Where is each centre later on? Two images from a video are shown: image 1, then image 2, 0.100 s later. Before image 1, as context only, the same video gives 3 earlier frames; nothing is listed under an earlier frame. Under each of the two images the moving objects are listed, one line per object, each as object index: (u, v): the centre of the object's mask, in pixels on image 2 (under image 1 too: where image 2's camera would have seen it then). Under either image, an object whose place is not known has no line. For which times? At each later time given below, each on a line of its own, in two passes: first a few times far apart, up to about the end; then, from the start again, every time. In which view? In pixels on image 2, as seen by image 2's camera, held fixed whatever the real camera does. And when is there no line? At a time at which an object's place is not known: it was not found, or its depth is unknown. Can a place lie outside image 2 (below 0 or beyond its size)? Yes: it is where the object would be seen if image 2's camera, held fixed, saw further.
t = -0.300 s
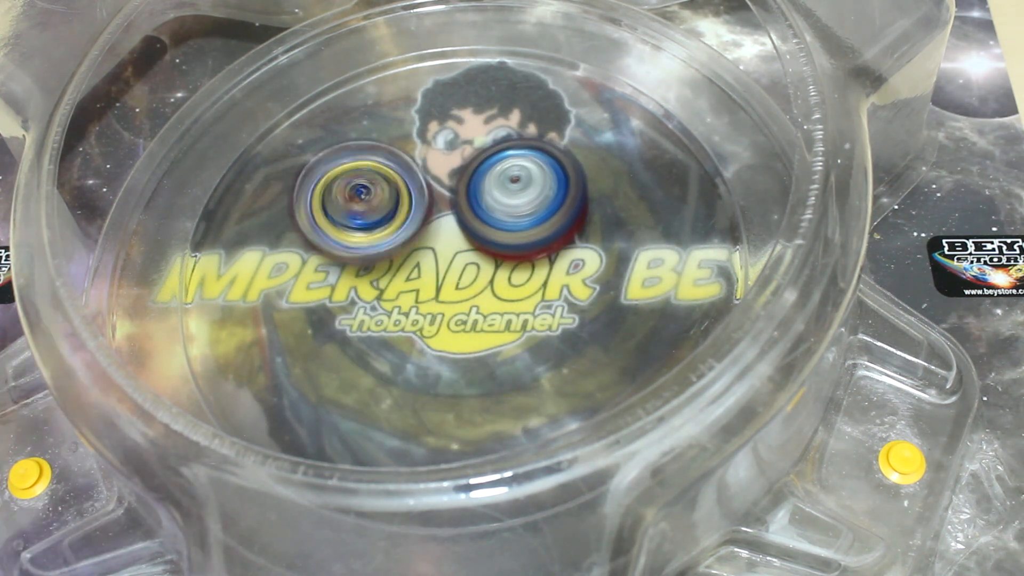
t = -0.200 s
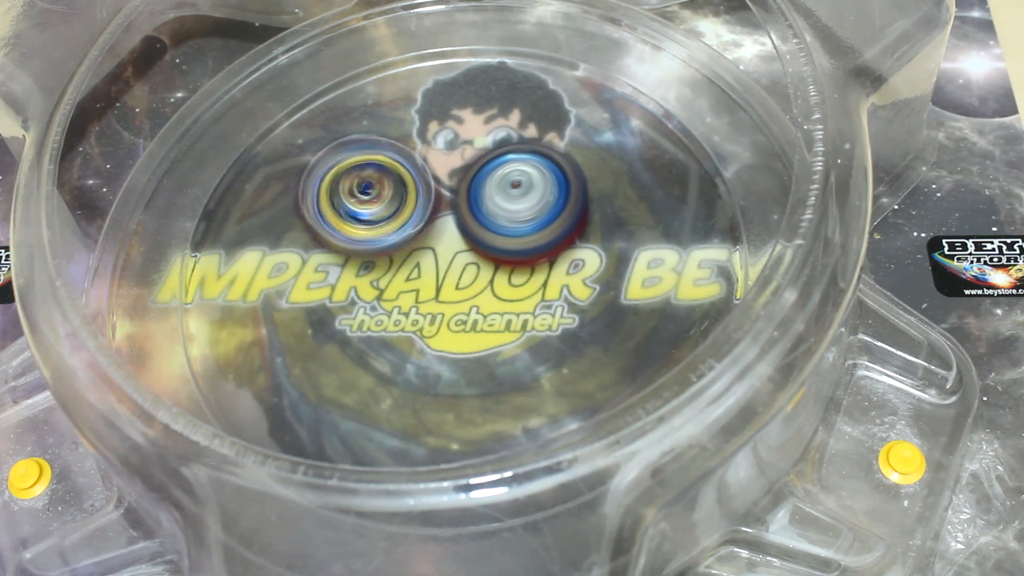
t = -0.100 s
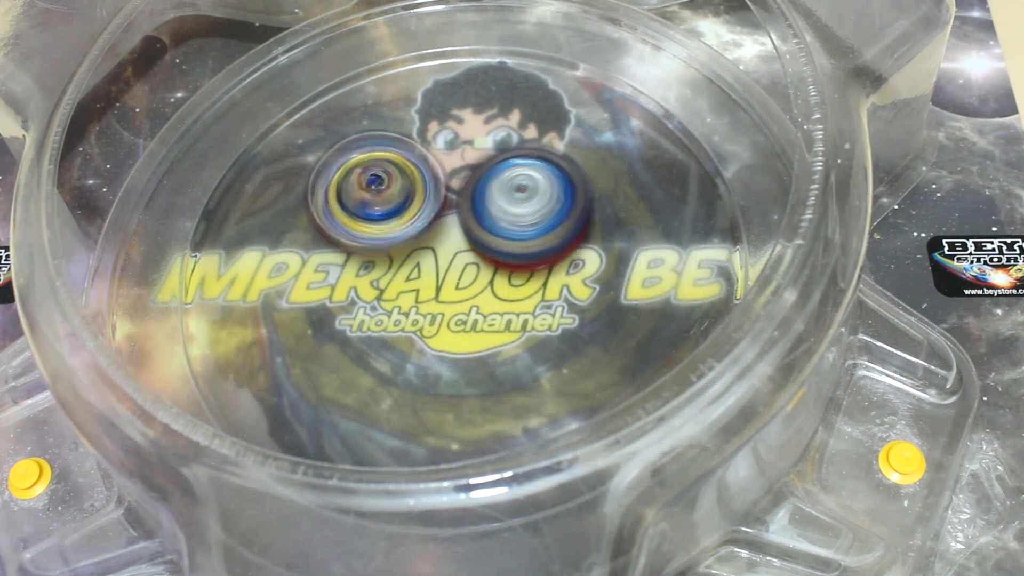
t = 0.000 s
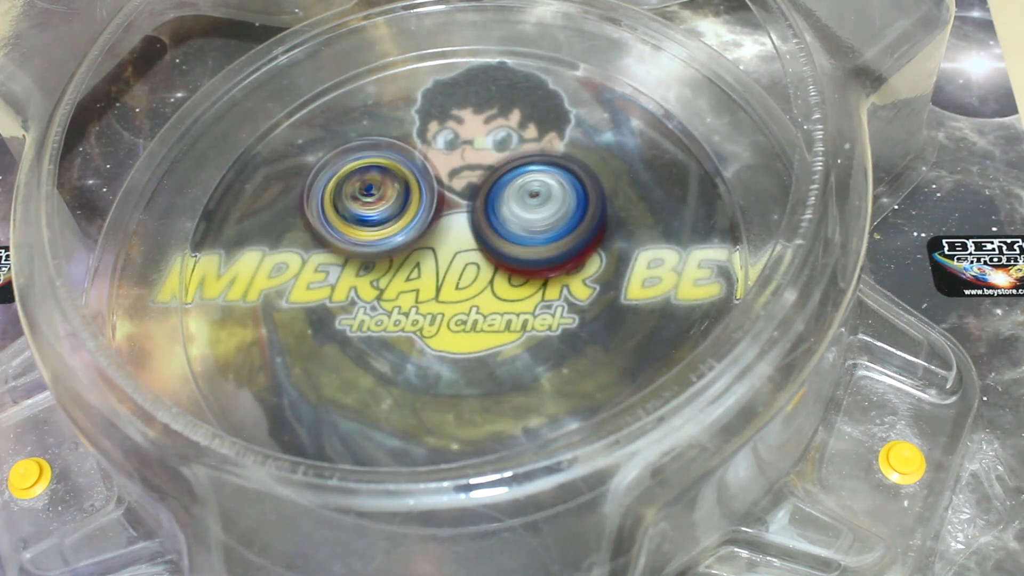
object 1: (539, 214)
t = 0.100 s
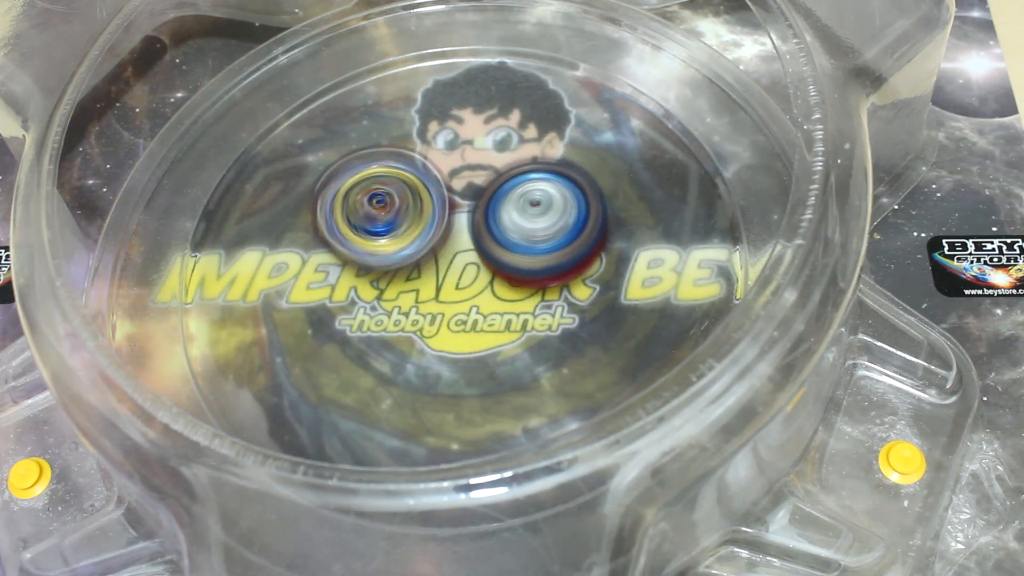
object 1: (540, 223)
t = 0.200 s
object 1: (567, 228)
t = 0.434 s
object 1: (587, 245)
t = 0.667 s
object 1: (552, 259)
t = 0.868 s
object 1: (613, 226)
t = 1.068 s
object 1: (602, 225)
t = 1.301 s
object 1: (570, 224)
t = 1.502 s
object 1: (553, 225)
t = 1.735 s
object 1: (530, 238)
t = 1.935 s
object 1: (573, 243)
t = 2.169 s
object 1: (541, 259)
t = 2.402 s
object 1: (531, 267)
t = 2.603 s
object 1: (521, 269)
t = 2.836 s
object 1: (514, 266)
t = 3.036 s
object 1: (532, 257)
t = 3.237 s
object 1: (508, 253)
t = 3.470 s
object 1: (525, 235)
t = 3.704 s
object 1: (514, 231)
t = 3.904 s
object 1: (532, 215)
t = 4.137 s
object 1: (518, 229)
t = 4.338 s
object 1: (522, 219)
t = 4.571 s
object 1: (519, 219)
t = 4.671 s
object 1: (519, 216)
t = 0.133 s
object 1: (539, 226)
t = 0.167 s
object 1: (545, 226)
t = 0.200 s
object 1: (567, 228)
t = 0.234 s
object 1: (582, 228)
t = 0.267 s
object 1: (591, 231)
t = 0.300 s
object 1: (595, 232)
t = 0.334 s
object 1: (596, 235)
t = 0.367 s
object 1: (594, 239)
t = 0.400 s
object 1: (591, 242)
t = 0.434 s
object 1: (587, 245)
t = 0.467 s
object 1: (583, 248)
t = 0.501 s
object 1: (579, 251)
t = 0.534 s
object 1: (574, 254)
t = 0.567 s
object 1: (568, 255)
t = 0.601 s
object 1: (564, 258)
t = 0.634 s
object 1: (558, 258)
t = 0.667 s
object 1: (552, 259)
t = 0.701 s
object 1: (547, 259)
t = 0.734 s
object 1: (562, 250)
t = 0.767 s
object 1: (585, 242)
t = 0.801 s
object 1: (603, 232)
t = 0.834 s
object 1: (611, 228)
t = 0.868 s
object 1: (613, 226)
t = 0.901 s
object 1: (613, 226)
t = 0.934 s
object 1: (613, 225)
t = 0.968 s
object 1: (612, 226)
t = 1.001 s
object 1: (609, 225)
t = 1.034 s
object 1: (606, 226)
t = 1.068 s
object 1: (602, 225)
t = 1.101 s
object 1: (597, 224)
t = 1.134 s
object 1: (592, 224)
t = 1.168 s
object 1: (586, 223)
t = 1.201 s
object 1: (581, 224)
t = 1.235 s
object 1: (575, 225)
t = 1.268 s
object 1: (569, 225)
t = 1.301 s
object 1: (570, 224)
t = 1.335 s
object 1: (576, 221)
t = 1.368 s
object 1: (576, 220)
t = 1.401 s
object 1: (573, 220)
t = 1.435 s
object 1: (567, 221)
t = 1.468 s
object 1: (560, 223)
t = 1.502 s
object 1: (553, 225)
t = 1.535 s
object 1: (553, 227)
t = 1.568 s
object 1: (555, 228)
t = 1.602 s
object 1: (552, 229)
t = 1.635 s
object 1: (548, 231)
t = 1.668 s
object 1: (543, 233)
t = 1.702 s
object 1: (536, 236)
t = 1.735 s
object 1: (530, 238)
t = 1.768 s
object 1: (548, 237)
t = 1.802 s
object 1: (563, 237)
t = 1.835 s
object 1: (574, 239)
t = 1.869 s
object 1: (576, 240)
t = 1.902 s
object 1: (576, 240)
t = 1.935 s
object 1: (573, 243)
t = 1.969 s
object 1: (569, 246)
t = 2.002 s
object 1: (565, 248)
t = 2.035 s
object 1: (560, 250)
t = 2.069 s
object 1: (556, 253)
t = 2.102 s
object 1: (552, 256)
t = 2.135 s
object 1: (546, 257)
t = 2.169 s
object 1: (541, 259)
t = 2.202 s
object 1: (536, 262)
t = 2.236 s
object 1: (531, 264)
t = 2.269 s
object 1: (525, 265)
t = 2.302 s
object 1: (520, 265)
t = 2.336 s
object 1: (516, 267)
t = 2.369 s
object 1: (524, 266)
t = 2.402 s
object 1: (531, 267)
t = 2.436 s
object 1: (532, 267)
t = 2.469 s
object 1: (532, 267)
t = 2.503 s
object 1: (530, 268)
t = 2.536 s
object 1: (527, 268)
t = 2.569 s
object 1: (524, 268)
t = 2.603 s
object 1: (521, 269)
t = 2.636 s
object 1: (517, 269)
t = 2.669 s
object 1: (516, 269)
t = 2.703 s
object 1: (519, 268)
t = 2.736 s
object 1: (518, 267)
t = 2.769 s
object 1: (517, 266)
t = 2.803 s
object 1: (514, 267)
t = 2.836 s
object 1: (514, 266)
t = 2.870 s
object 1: (525, 264)
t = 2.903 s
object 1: (533, 262)
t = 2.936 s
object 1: (536, 261)
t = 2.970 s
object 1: (536, 259)
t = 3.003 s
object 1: (535, 258)
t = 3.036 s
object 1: (532, 257)
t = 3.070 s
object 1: (528, 256)
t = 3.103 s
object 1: (525, 255)
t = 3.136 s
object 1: (521, 253)
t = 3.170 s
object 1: (518, 254)
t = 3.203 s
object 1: (514, 254)
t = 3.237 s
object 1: (508, 253)
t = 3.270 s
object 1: (508, 251)
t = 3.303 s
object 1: (523, 245)
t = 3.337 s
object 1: (531, 240)
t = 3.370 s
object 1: (534, 237)
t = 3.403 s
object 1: (532, 236)
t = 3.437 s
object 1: (529, 235)
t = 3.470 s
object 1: (525, 235)
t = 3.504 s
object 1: (521, 235)
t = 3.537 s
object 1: (518, 236)
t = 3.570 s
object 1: (514, 236)
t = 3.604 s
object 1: (509, 238)
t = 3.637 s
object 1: (504, 239)
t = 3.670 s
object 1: (502, 239)
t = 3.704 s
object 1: (514, 231)
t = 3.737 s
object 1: (527, 221)
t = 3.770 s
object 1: (534, 215)
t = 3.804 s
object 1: (537, 212)
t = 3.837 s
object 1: (536, 213)
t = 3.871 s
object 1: (535, 213)
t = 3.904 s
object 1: (532, 215)
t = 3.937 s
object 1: (530, 217)
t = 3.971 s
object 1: (528, 220)
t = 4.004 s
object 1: (526, 222)
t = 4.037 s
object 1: (524, 225)
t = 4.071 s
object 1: (521, 226)
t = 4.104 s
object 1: (521, 227)
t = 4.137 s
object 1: (518, 229)
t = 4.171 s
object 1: (516, 229)
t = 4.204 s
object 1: (516, 227)
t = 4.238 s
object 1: (519, 225)
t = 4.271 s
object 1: (521, 222)
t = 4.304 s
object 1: (523, 220)
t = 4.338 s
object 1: (522, 219)
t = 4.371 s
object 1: (522, 220)
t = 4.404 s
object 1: (522, 220)
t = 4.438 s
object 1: (521, 220)
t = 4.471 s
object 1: (521, 220)
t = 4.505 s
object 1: (520, 220)
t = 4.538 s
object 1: (520, 219)
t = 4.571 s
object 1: (519, 219)
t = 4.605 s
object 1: (518, 218)
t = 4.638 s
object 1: (518, 218)
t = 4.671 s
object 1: (519, 216)
